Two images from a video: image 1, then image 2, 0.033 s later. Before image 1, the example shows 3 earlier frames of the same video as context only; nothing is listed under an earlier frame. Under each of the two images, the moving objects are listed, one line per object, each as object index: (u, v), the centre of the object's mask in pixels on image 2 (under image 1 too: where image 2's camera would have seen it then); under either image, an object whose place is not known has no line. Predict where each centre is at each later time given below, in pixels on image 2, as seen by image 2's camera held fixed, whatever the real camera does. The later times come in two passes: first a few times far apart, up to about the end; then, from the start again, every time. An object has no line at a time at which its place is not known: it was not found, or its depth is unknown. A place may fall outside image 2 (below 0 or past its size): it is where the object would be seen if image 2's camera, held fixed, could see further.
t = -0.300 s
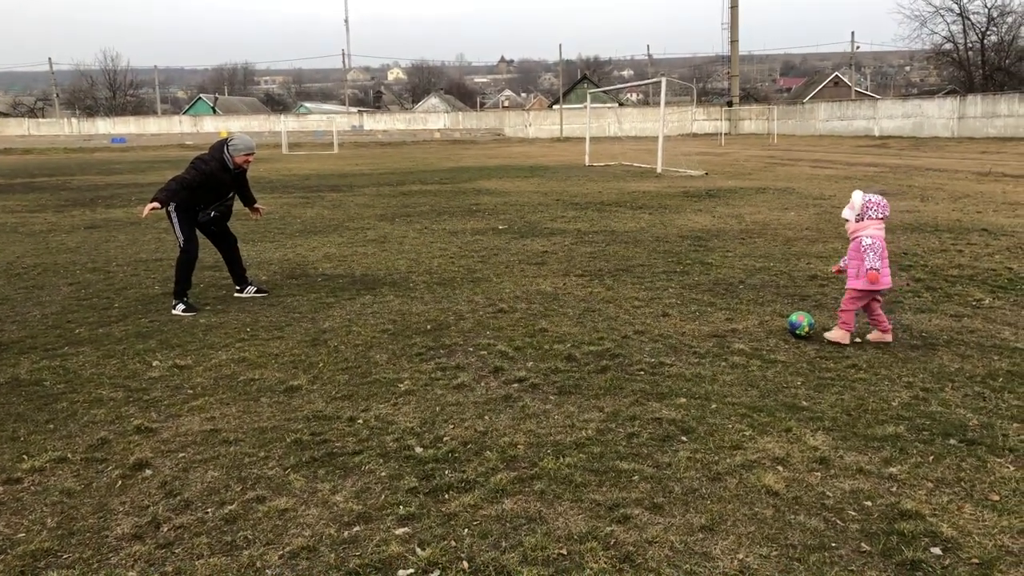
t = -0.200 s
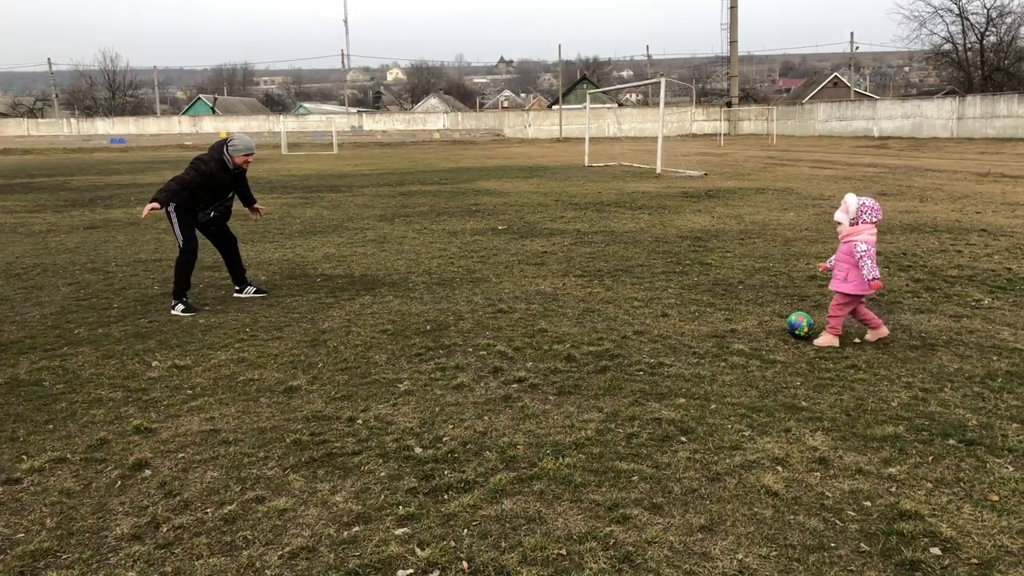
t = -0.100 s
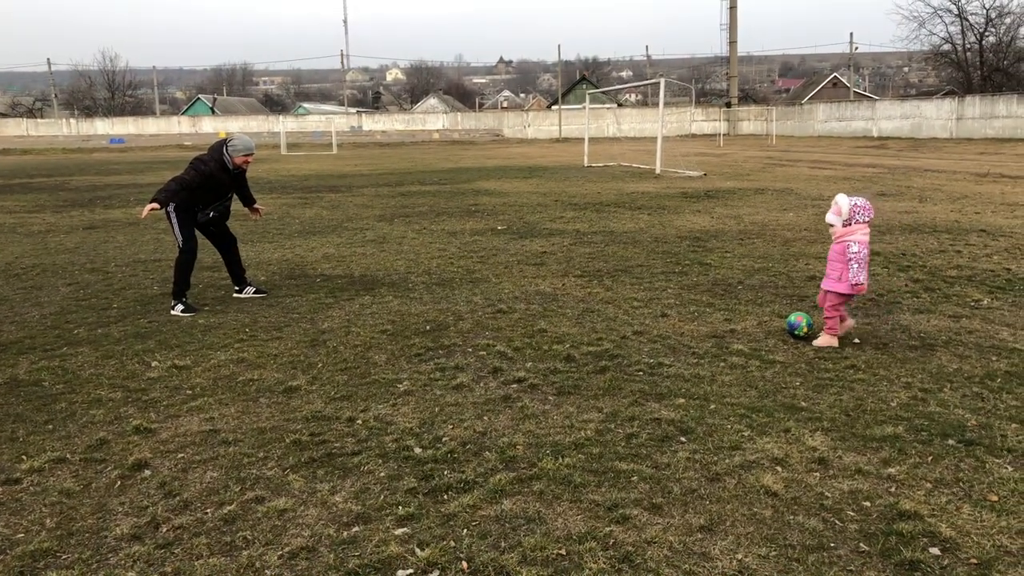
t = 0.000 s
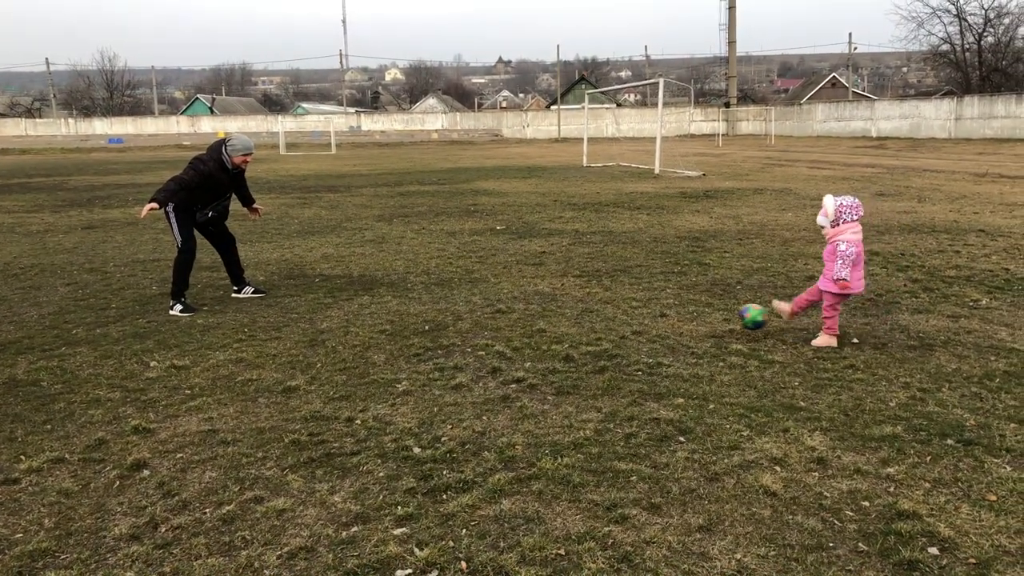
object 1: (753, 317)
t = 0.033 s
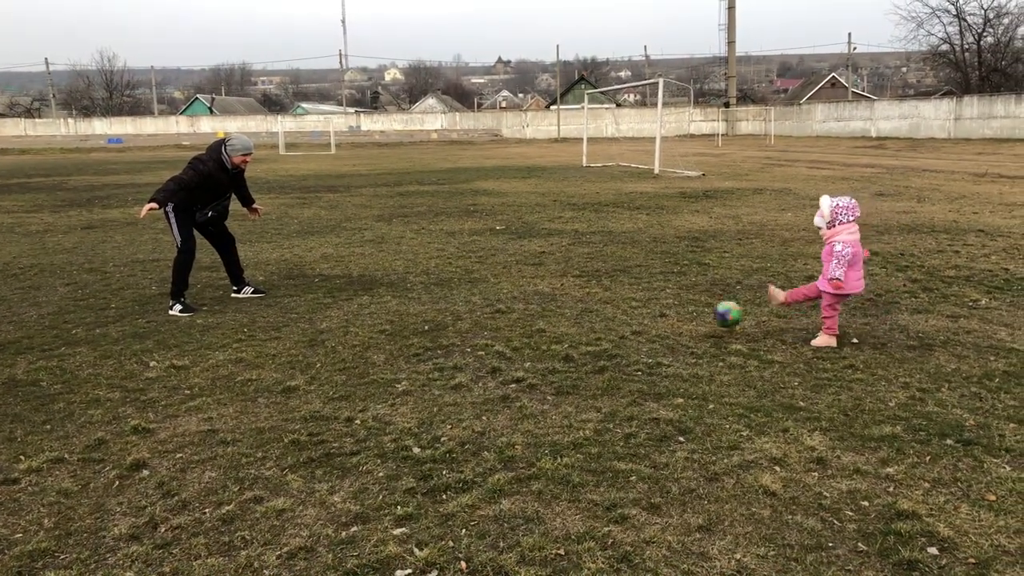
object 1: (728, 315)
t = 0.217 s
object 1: (593, 330)
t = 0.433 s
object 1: (505, 323)
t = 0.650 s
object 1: (429, 347)
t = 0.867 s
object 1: (350, 362)
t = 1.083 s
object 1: (269, 367)
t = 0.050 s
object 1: (716, 314)
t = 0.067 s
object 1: (703, 313)
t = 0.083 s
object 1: (691, 314)
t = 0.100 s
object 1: (678, 314)
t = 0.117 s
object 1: (666, 315)
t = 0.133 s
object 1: (654, 316)
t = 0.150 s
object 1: (641, 318)
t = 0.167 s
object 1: (628, 320)
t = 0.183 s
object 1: (617, 323)
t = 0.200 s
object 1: (604, 326)
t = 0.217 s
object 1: (593, 330)
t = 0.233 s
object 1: (580, 334)
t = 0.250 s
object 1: (570, 338)
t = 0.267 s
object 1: (563, 336)
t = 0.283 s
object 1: (558, 334)
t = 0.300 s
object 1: (551, 332)
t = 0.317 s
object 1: (546, 330)
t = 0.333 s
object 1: (540, 327)
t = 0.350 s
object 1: (535, 325)
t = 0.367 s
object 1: (529, 324)
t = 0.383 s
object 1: (523, 323)
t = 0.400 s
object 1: (517, 322)
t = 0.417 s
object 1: (510, 322)
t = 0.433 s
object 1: (505, 323)
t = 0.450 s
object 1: (499, 325)
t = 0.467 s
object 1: (494, 327)
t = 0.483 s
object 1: (488, 329)
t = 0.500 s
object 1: (483, 331)
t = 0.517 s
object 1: (478, 333)
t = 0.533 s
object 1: (472, 336)
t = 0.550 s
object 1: (467, 339)
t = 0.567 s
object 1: (461, 343)
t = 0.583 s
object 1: (455, 347)
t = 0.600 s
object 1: (448, 348)
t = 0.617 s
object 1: (442, 349)
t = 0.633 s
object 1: (436, 349)
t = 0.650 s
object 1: (429, 347)
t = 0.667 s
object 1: (424, 348)
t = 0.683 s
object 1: (419, 349)
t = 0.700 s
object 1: (413, 349)
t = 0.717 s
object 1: (406, 349)
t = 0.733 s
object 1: (400, 350)
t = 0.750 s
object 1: (395, 352)
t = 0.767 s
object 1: (388, 354)
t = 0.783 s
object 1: (382, 357)
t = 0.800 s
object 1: (375, 357)
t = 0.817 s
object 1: (368, 358)
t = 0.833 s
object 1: (362, 359)
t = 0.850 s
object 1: (356, 360)
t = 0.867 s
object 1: (350, 362)
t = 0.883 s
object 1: (344, 363)
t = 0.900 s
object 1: (338, 362)
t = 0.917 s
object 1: (331, 362)
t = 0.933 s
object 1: (324, 362)
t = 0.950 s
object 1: (318, 363)
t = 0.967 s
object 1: (312, 364)
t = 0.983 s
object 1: (306, 364)
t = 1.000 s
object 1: (299, 365)
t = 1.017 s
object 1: (292, 366)
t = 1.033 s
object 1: (285, 368)
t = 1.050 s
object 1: (278, 369)
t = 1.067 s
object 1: (273, 369)
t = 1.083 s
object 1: (269, 367)
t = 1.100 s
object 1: (264, 367)
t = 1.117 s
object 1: (259, 366)
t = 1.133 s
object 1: (255, 366)
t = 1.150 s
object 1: (250, 367)
